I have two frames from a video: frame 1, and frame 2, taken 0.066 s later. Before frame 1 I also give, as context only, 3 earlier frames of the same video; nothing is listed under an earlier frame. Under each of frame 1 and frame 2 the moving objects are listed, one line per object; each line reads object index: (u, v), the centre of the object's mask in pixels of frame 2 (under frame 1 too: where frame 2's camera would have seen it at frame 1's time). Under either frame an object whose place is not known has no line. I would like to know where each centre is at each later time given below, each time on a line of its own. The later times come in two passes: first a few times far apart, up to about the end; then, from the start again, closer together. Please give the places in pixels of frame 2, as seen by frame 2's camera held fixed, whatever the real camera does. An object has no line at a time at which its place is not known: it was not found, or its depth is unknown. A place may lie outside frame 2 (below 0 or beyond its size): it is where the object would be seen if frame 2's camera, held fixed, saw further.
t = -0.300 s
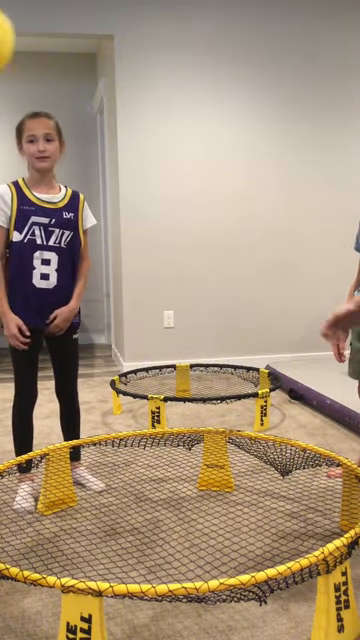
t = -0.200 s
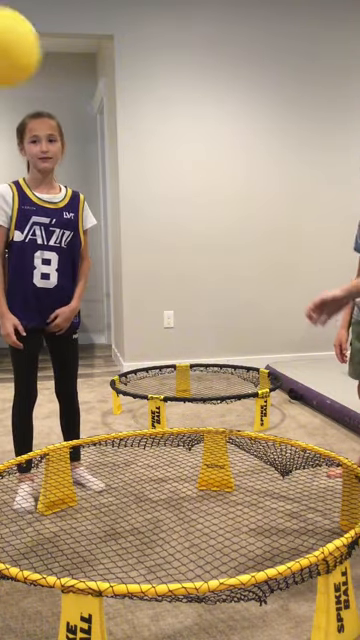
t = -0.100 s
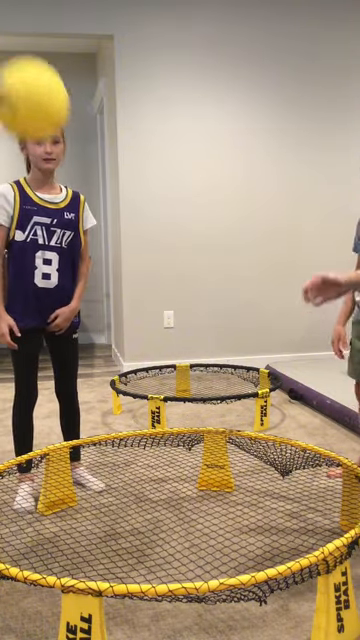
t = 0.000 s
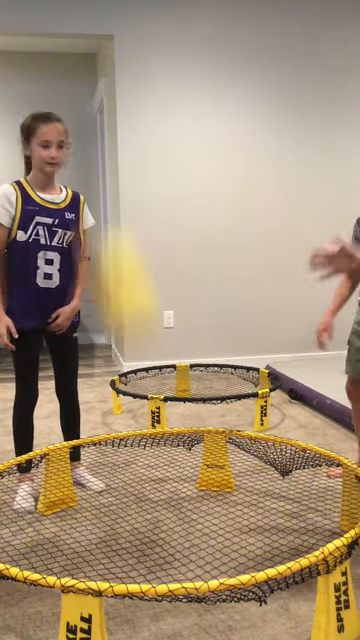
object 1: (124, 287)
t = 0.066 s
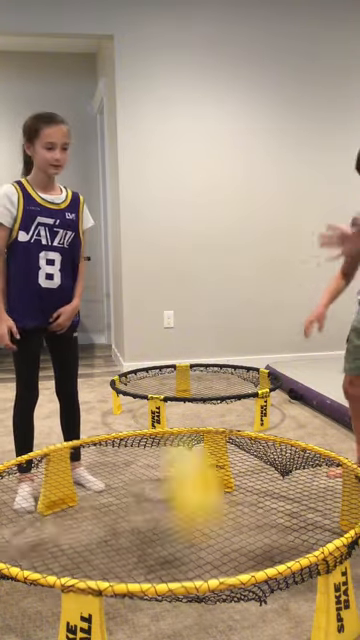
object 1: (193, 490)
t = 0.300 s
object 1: (238, 225)
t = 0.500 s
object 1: (275, 39)
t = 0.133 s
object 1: (214, 467)
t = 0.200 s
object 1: (225, 369)
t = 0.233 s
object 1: (232, 320)
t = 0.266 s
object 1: (235, 271)
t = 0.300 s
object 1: (238, 225)
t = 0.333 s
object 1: (246, 180)
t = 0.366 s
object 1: (251, 142)
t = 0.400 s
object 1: (258, 111)
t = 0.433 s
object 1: (265, 81)
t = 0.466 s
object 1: (269, 56)
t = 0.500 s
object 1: (275, 39)
